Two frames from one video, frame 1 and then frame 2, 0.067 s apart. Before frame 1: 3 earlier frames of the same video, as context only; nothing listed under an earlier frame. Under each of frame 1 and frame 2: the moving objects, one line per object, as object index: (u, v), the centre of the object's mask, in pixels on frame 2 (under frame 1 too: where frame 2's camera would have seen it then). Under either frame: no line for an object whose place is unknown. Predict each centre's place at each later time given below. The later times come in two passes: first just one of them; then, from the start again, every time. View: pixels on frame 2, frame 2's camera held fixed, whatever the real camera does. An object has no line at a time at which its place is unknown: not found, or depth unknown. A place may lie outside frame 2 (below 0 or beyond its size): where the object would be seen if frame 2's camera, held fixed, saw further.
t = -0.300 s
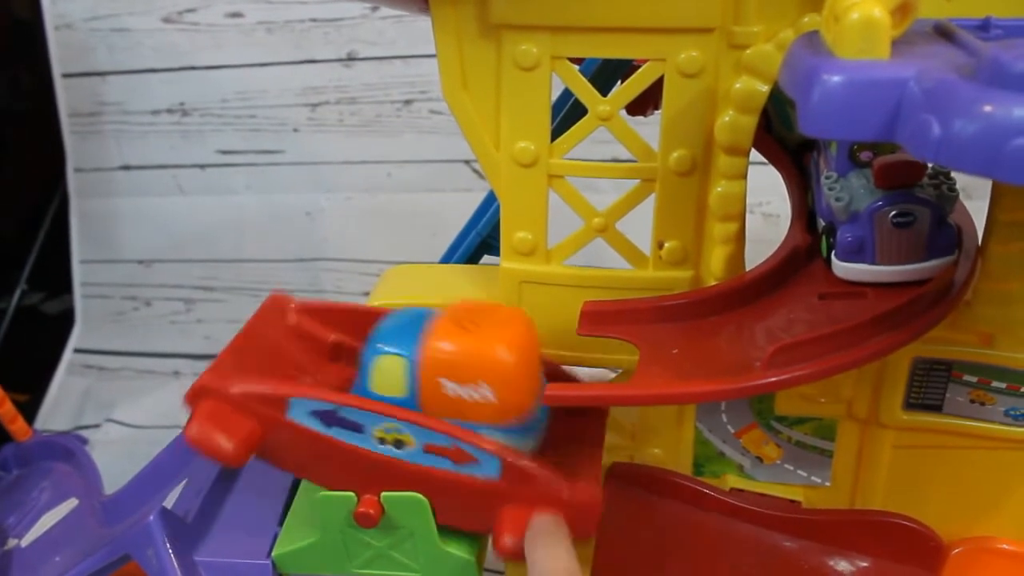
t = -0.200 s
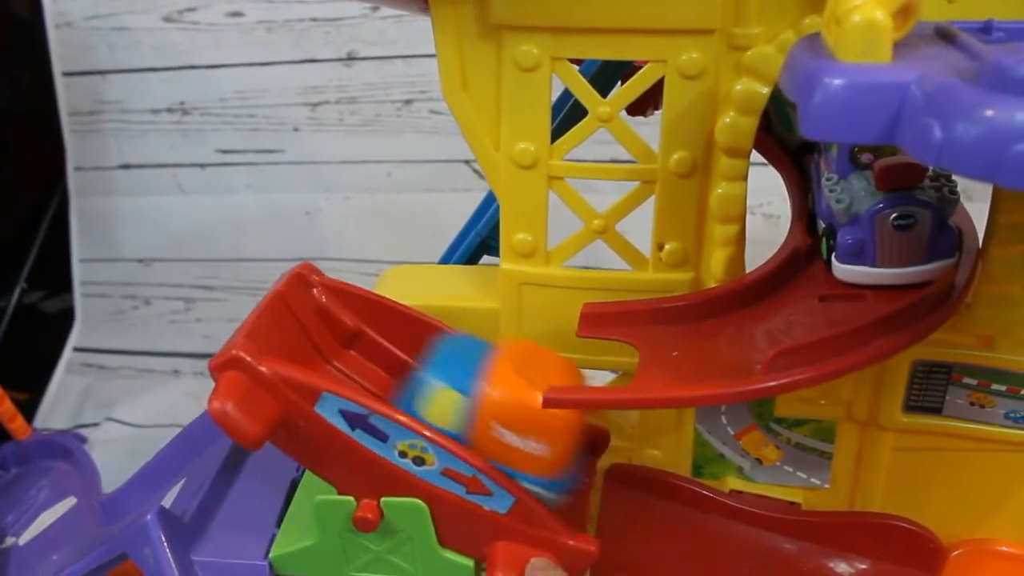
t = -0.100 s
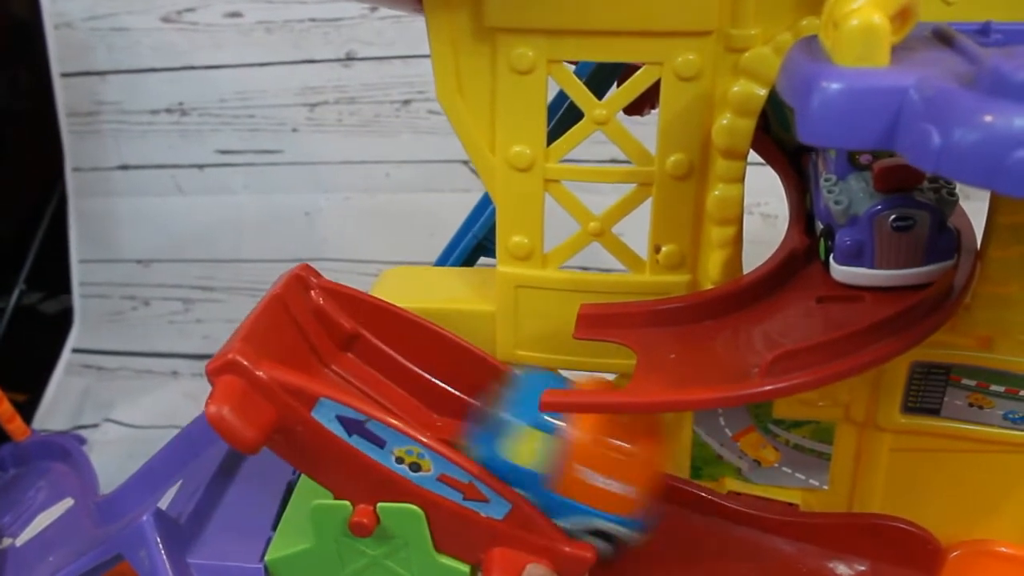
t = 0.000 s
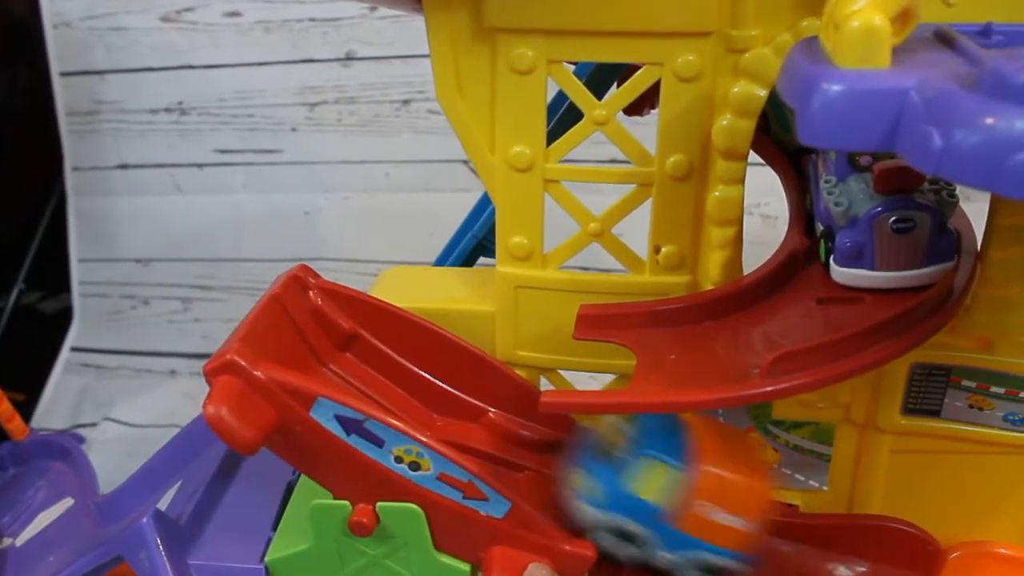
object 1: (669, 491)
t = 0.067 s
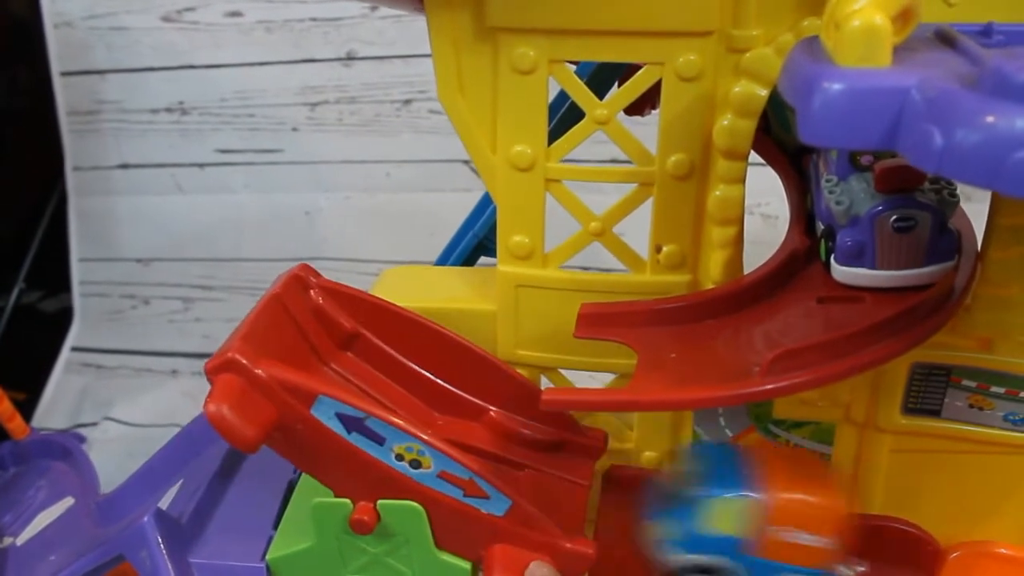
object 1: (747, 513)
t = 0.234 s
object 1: (939, 537)
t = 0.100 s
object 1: (789, 519)
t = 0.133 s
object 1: (831, 524)
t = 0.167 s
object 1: (877, 529)
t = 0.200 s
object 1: (916, 534)
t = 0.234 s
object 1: (939, 537)
